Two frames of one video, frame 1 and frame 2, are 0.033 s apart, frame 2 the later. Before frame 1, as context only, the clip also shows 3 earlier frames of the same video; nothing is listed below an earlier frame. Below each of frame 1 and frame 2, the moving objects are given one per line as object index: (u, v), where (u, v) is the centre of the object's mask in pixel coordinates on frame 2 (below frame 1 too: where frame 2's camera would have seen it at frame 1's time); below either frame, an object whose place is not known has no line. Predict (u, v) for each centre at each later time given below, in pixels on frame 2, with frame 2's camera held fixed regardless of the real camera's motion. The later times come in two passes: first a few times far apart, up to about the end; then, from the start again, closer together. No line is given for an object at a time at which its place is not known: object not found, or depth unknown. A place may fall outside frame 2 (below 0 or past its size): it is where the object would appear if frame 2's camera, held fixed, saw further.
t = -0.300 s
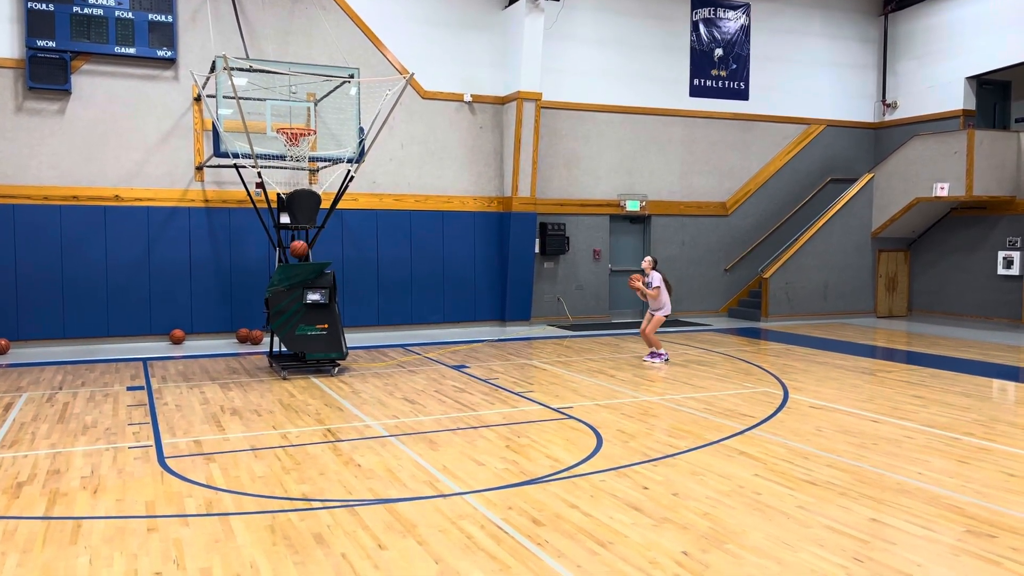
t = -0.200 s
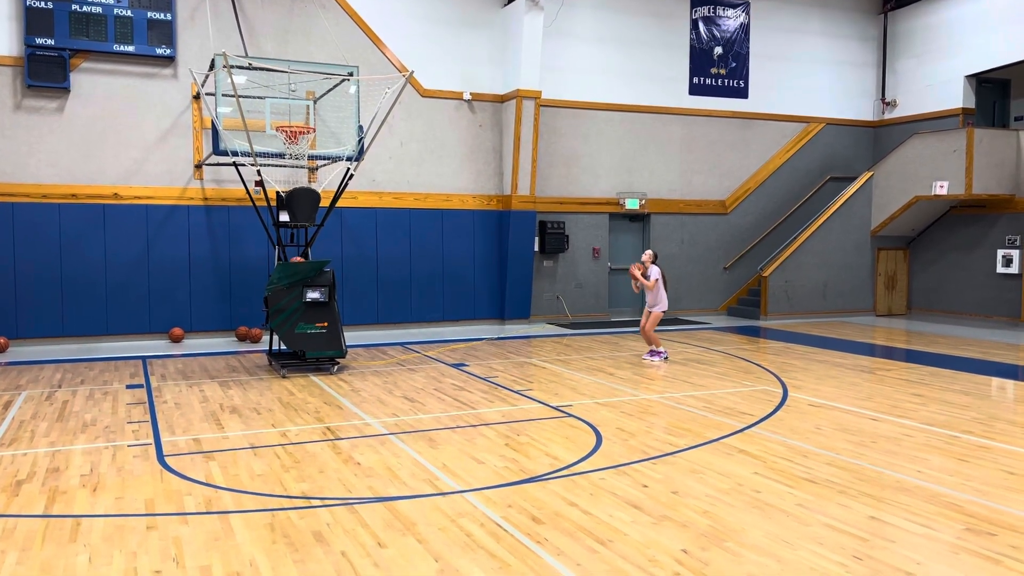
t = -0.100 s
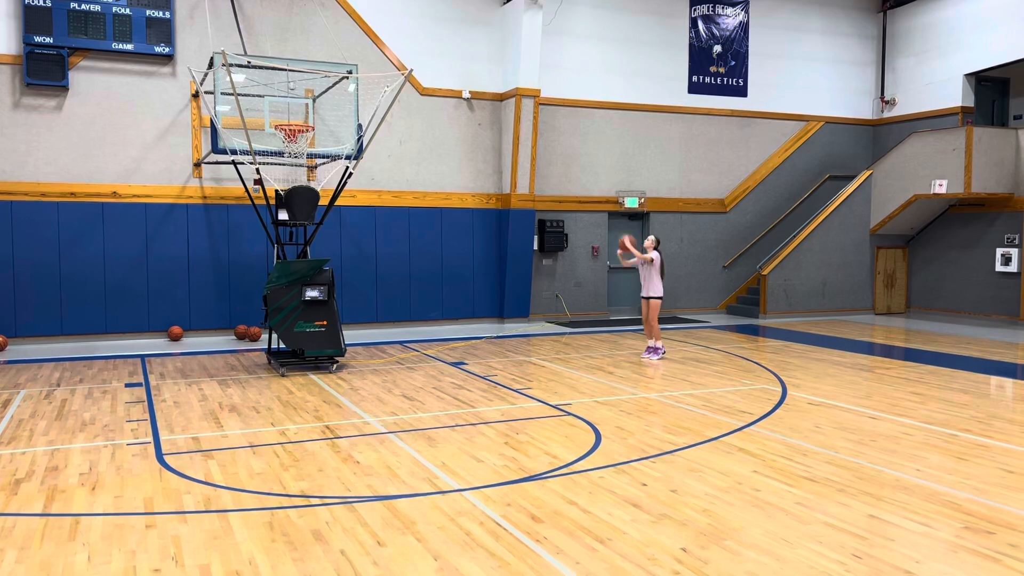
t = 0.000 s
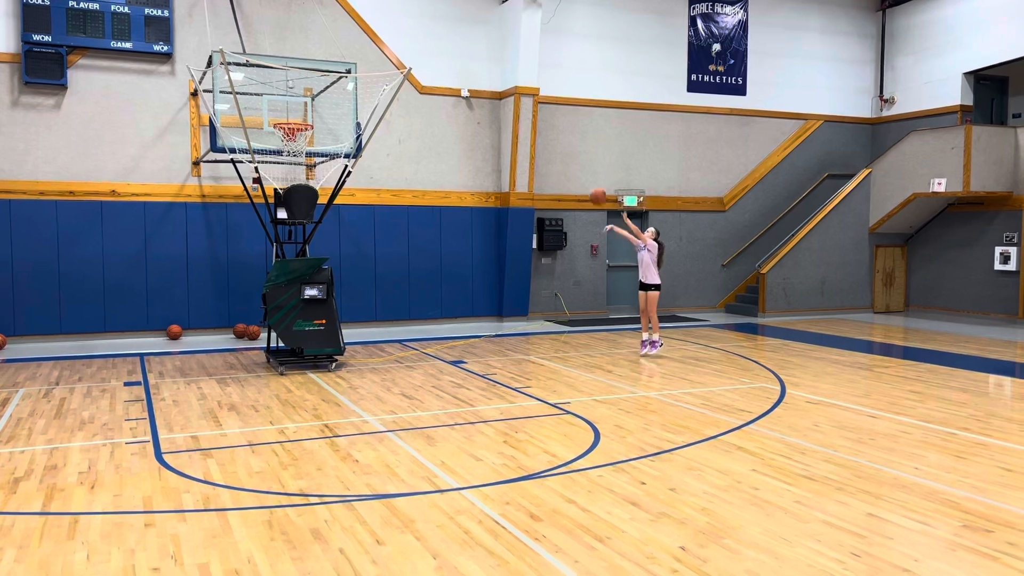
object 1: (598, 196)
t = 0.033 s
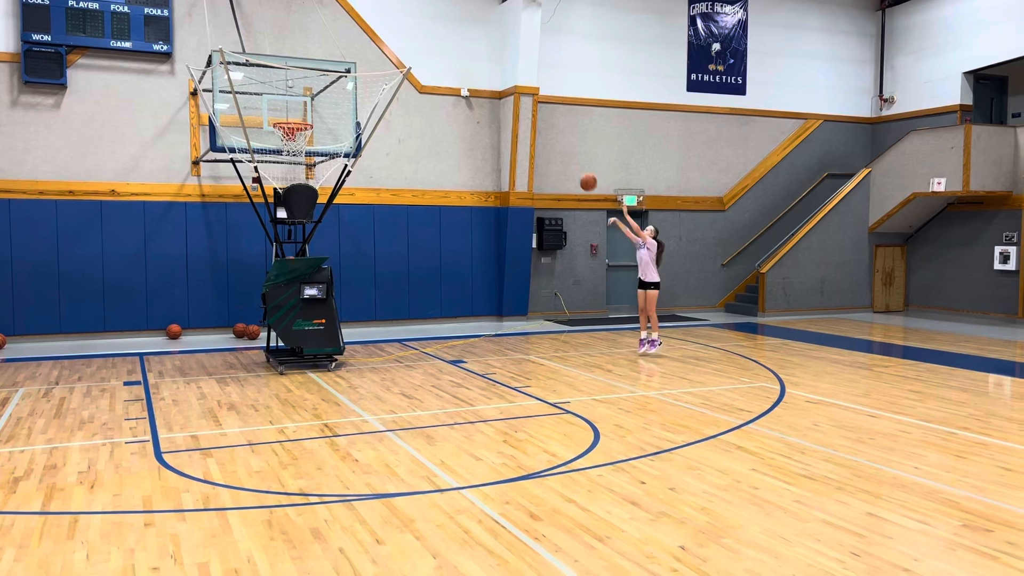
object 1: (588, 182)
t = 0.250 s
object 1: (523, 108)
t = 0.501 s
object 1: (448, 64)
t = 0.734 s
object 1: (376, 65)
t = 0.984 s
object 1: (300, 113)
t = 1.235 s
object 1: (287, 181)
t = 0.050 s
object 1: (584, 175)
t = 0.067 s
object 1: (578, 169)
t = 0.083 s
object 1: (574, 162)
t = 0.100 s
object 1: (568, 156)
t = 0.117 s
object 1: (564, 150)
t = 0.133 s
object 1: (559, 145)
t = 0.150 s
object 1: (554, 138)
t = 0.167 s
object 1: (549, 133)
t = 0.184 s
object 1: (544, 128)
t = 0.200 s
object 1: (539, 122)
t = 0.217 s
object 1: (534, 118)
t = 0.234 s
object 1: (529, 113)
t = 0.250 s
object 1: (523, 108)
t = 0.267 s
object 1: (519, 104)
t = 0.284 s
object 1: (513, 100)
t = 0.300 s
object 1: (508, 96)
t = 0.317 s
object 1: (504, 92)
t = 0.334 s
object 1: (499, 88)
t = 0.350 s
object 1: (493, 85)
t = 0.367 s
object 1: (488, 82)
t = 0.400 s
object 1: (478, 76)
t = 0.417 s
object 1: (473, 74)
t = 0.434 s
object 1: (468, 72)
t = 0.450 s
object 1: (463, 69)
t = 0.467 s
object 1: (458, 68)
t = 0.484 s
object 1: (453, 66)
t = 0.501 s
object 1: (448, 64)
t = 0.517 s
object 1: (443, 63)
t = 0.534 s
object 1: (438, 62)
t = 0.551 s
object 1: (433, 61)
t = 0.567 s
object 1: (427, 61)
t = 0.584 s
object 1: (423, 60)
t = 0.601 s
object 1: (417, 60)
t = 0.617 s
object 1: (413, 60)
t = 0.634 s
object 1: (407, 60)
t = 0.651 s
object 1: (402, 60)
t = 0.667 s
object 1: (397, 61)
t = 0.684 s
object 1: (392, 62)
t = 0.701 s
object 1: (387, 63)
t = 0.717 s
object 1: (381, 64)
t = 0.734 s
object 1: (376, 65)
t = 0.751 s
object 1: (371, 67)
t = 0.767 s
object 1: (366, 69)
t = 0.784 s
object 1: (361, 71)
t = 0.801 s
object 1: (356, 74)
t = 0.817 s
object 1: (351, 76)
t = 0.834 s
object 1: (346, 80)
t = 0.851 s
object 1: (341, 82)
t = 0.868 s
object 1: (336, 85)
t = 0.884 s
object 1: (331, 89)
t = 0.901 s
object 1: (326, 93)
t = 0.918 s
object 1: (321, 96)
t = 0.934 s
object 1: (316, 100)
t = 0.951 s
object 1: (311, 104)
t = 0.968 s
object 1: (305, 109)
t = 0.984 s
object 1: (300, 113)
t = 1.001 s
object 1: (296, 116)
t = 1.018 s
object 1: (291, 119)
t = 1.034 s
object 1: (288, 127)
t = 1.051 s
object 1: (286, 132)
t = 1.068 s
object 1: (284, 137)
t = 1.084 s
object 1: (284, 141)
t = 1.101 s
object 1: (284, 144)
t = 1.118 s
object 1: (285, 149)
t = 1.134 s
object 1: (286, 153)
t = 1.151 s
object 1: (286, 158)
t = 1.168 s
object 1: (287, 163)
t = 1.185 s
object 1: (287, 167)
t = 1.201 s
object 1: (288, 172)
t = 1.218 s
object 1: (288, 177)
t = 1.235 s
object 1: (287, 181)
